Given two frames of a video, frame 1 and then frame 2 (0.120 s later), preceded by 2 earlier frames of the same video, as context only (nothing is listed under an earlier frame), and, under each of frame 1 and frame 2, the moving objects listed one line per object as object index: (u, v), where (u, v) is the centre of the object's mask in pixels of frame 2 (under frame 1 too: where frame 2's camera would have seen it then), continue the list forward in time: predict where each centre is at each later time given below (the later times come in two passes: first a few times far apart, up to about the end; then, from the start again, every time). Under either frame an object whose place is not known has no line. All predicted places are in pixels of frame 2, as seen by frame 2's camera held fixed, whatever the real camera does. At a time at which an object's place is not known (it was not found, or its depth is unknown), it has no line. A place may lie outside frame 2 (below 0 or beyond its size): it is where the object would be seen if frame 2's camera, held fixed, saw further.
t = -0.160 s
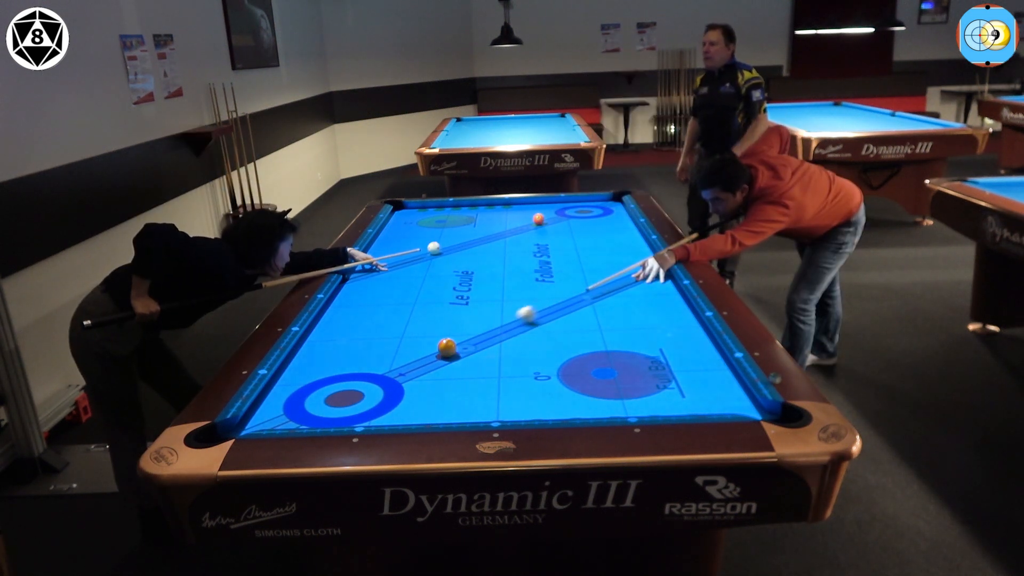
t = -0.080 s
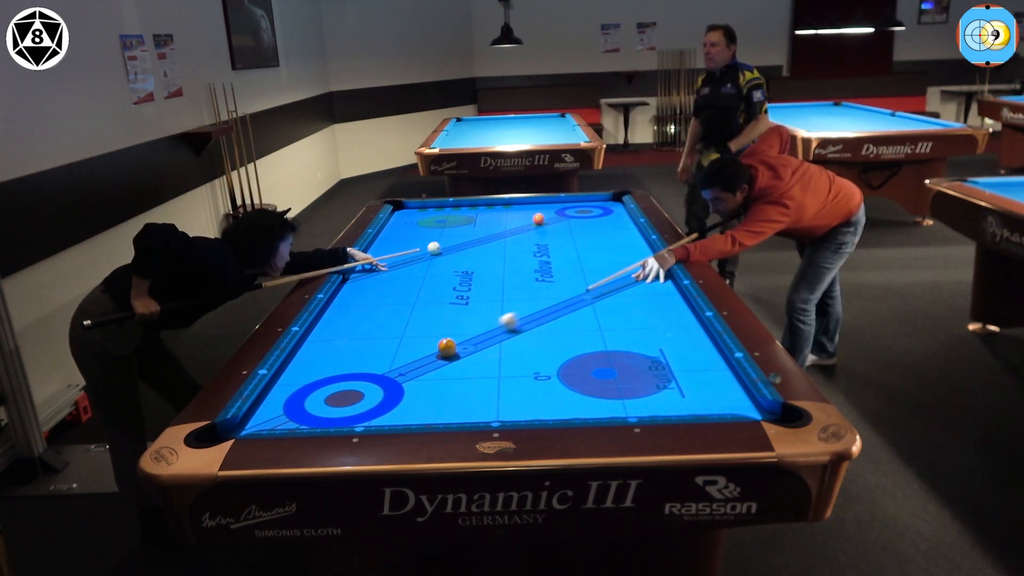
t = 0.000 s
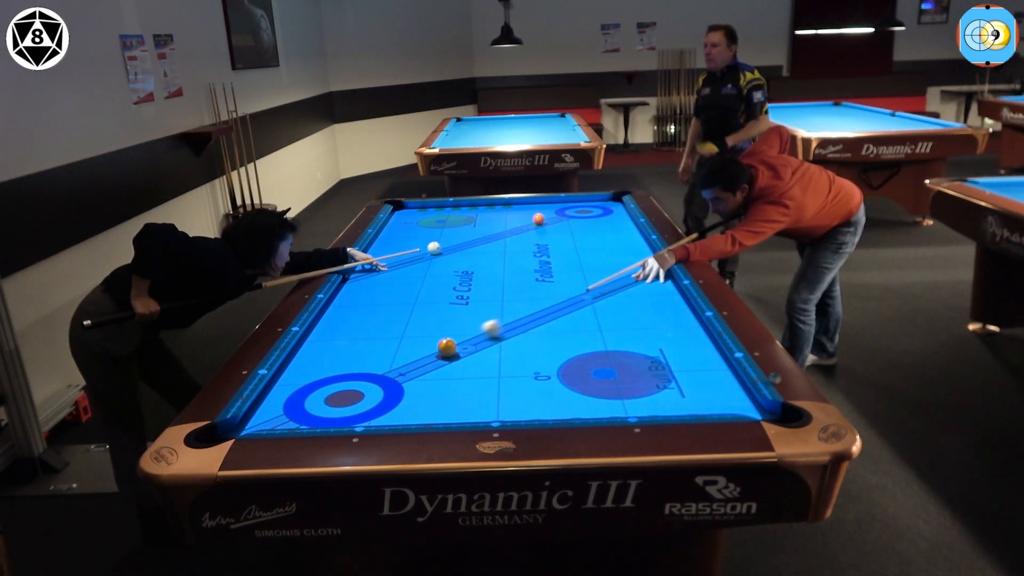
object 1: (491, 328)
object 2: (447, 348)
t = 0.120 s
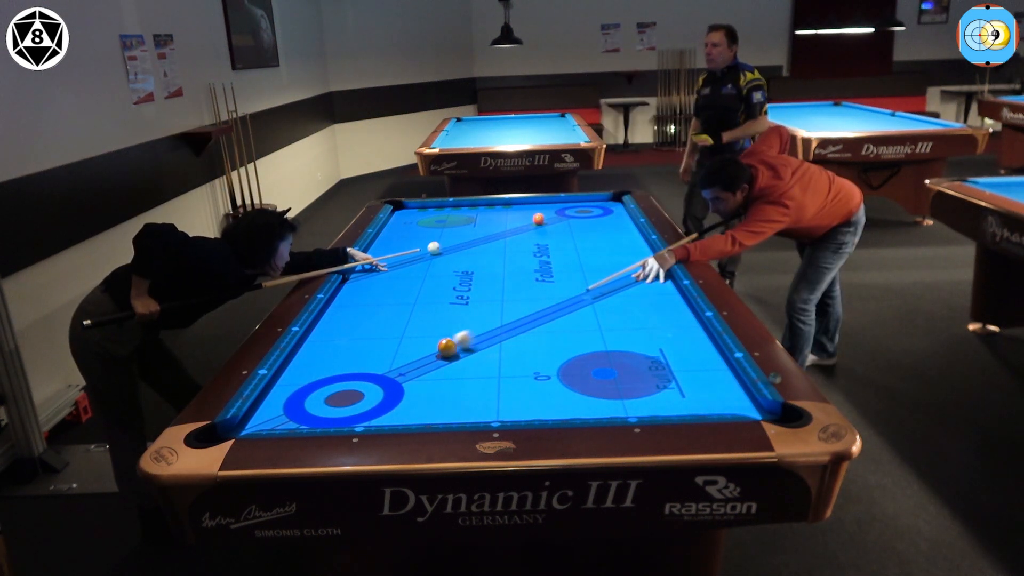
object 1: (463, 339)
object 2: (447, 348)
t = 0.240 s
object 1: (455, 343)
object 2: (425, 357)
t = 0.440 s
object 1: (442, 347)
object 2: (392, 372)
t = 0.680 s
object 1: (427, 351)
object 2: (347, 391)
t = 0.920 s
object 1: (412, 356)
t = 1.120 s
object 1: (401, 359)
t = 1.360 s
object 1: (390, 363)
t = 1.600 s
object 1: (379, 366)
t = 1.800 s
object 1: (371, 369)
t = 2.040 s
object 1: (362, 371)
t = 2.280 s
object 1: (356, 372)
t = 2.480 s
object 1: (352, 374)
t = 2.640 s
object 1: (350, 375)
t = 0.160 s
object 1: (460, 341)
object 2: (440, 350)
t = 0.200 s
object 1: (458, 342)
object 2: (433, 353)
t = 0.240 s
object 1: (455, 343)
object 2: (425, 357)
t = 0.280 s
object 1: (453, 343)
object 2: (418, 360)
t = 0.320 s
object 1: (450, 344)
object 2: (411, 362)
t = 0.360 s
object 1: (447, 345)
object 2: (404, 365)
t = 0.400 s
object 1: (444, 346)
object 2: (398, 369)
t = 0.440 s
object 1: (442, 347)
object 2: (392, 372)
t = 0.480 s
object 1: (439, 348)
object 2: (383, 375)
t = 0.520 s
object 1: (437, 349)
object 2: (375, 378)
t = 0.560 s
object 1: (434, 349)
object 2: (368, 380)
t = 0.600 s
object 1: (432, 350)
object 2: (361, 383)
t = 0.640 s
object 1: (429, 351)
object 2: (354, 387)
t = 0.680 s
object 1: (427, 351)
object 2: (347, 391)
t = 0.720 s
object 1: (424, 352)
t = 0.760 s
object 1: (422, 353)
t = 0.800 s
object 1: (419, 354)
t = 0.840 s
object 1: (417, 355)
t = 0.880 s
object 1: (415, 355)
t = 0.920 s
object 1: (412, 356)
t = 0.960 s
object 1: (410, 356)
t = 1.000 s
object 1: (408, 357)
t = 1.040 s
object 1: (406, 358)
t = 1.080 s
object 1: (404, 358)
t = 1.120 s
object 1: (401, 359)
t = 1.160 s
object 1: (399, 360)
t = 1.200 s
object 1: (397, 360)
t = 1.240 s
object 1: (395, 361)
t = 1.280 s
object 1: (393, 362)
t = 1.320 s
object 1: (391, 362)
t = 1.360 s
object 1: (390, 363)
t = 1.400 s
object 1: (388, 363)
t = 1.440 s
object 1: (386, 364)
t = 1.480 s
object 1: (384, 364)
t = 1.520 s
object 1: (382, 365)
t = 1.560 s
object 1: (381, 366)
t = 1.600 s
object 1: (379, 366)
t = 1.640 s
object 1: (377, 367)
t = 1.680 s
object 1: (376, 367)
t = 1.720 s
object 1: (374, 368)
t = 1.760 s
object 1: (373, 368)
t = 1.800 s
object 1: (371, 369)
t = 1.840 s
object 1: (369, 369)
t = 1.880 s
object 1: (368, 369)
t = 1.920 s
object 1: (366, 370)
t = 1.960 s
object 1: (365, 370)
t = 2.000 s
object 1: (364, 371)
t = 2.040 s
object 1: (362, 371)
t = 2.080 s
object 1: (361, 371)
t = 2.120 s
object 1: (360, 371)
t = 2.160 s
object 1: (359, 372)
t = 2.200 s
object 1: (358, 372)
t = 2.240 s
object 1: (357, 372)
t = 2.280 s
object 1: (356, 372)
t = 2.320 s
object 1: (355, 373)
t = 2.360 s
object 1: (355, 373)
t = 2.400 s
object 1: (354, 374)
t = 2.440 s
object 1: (353, 374)
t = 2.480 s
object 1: (352, 374)
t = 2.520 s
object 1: (352, 374)
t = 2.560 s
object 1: (351, 374)
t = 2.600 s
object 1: (350, 375)
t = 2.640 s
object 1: (350, 375)
